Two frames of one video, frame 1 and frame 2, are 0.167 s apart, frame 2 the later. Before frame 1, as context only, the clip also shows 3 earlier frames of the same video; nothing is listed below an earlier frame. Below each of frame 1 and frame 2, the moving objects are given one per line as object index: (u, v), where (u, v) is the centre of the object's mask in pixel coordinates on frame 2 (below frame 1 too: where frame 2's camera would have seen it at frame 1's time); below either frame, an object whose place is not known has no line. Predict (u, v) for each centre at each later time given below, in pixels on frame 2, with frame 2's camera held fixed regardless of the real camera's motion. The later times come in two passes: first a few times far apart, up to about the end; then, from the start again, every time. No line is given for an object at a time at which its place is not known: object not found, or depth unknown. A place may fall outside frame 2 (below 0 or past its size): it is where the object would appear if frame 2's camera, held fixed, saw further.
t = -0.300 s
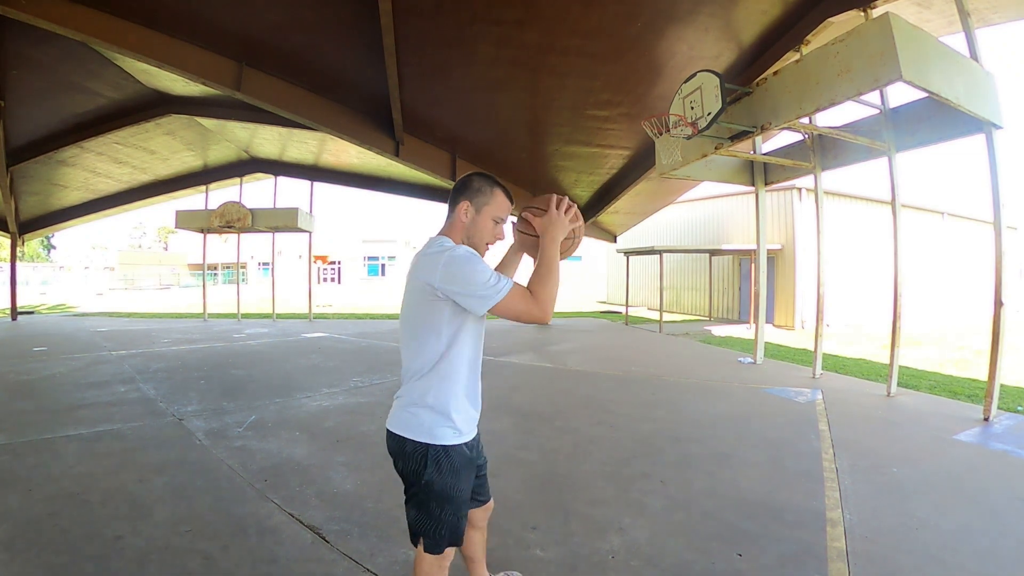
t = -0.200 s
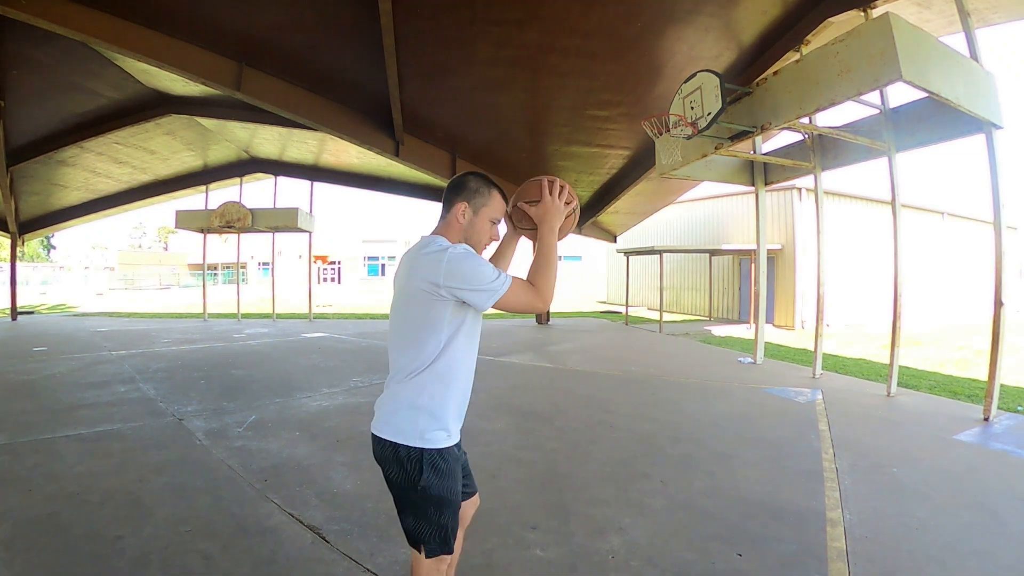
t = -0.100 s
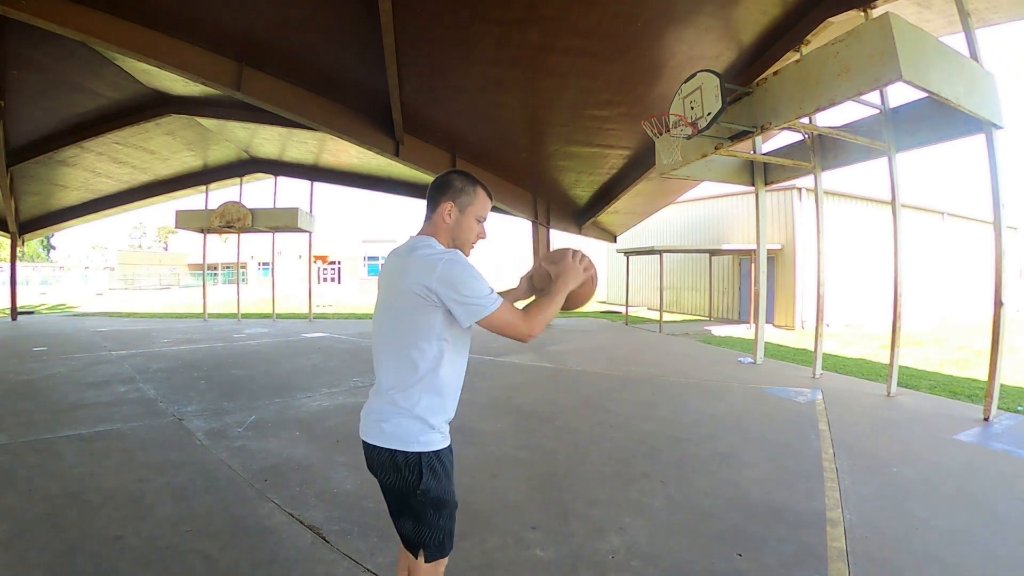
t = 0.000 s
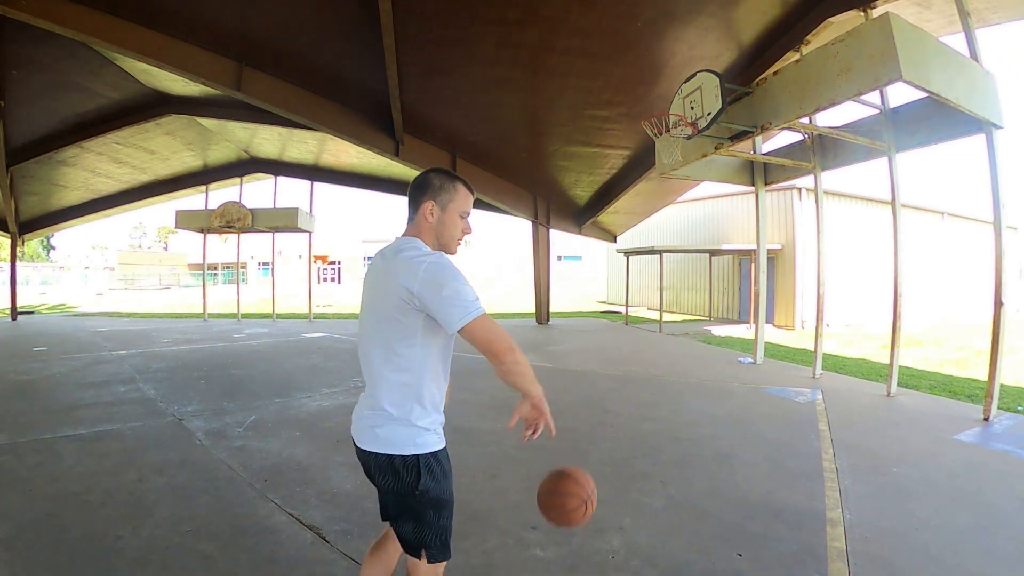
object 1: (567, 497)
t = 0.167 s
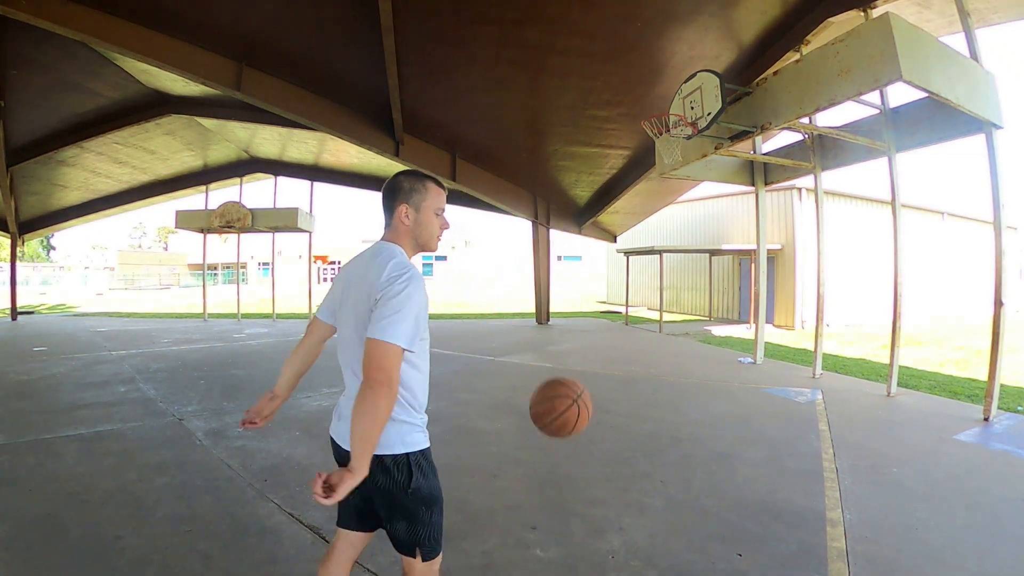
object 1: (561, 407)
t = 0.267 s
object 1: (556, 257)
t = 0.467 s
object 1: (542, 47)
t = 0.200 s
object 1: (559, 356)
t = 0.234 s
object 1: (557, 306)
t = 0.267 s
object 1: (556, 257)
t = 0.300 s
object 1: (554, 212)
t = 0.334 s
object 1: (551, 172)
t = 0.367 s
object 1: (549, 135)
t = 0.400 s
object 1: (547, 102)
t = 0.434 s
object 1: (544, 73)
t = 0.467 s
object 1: (542, 47)
